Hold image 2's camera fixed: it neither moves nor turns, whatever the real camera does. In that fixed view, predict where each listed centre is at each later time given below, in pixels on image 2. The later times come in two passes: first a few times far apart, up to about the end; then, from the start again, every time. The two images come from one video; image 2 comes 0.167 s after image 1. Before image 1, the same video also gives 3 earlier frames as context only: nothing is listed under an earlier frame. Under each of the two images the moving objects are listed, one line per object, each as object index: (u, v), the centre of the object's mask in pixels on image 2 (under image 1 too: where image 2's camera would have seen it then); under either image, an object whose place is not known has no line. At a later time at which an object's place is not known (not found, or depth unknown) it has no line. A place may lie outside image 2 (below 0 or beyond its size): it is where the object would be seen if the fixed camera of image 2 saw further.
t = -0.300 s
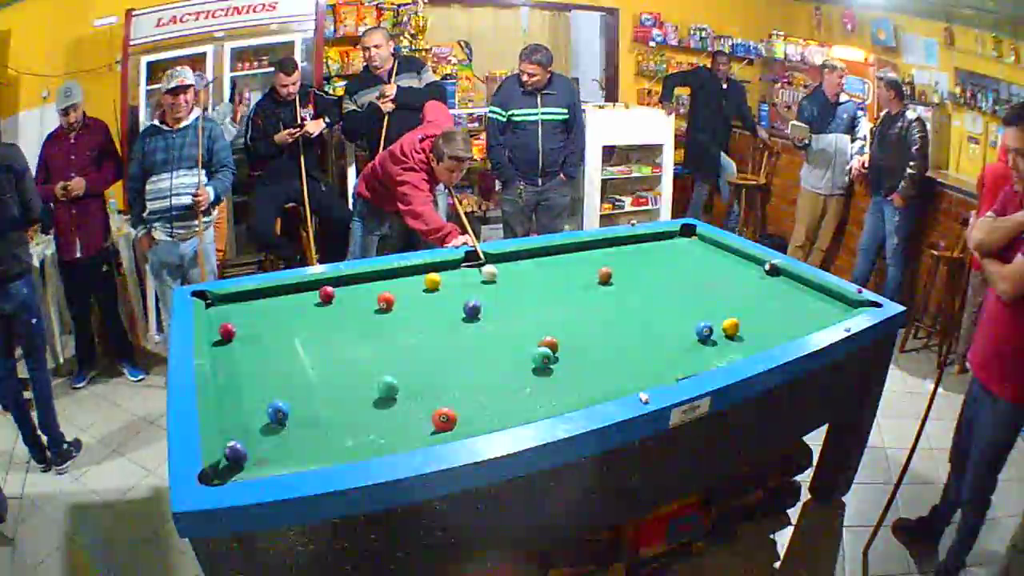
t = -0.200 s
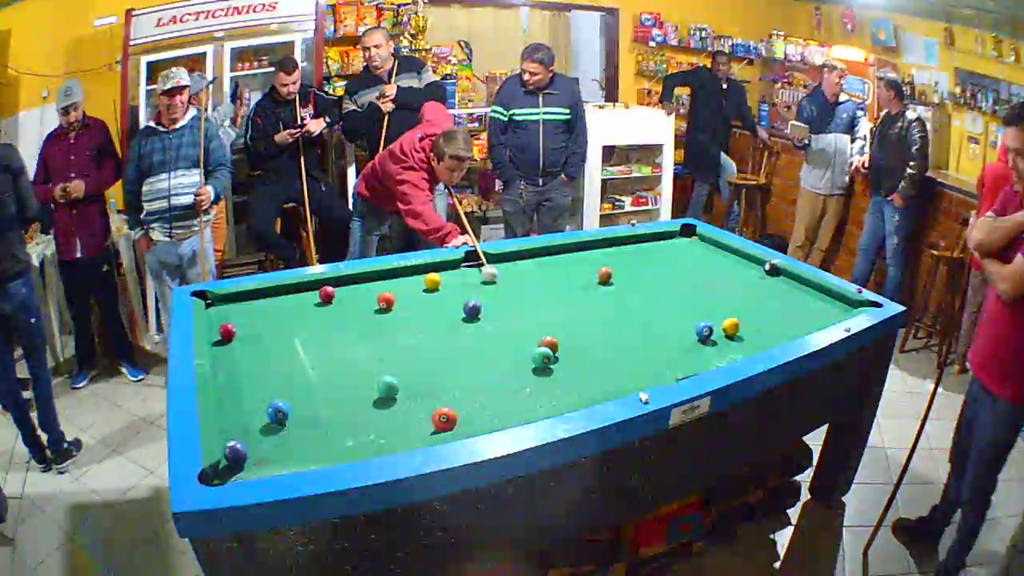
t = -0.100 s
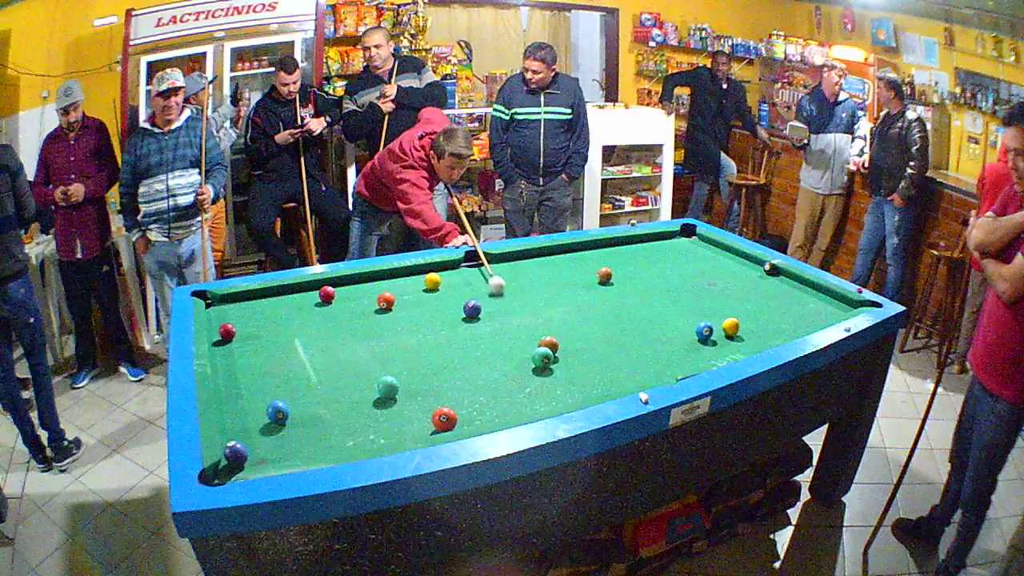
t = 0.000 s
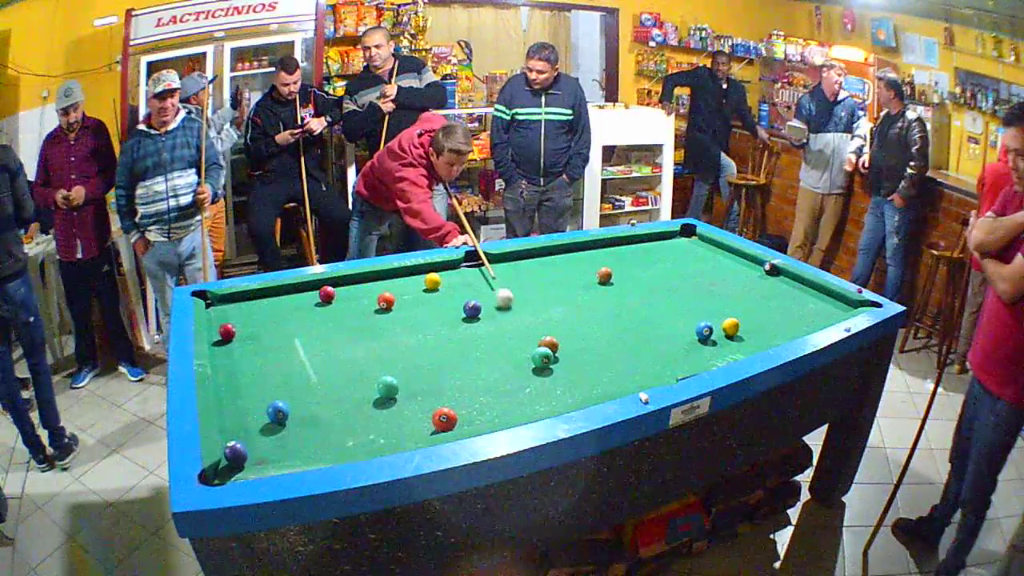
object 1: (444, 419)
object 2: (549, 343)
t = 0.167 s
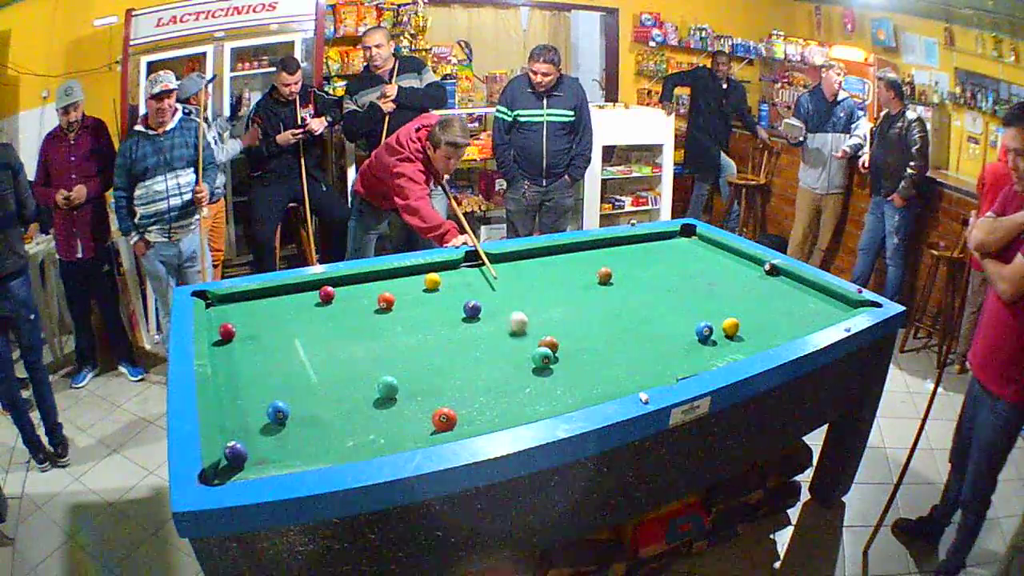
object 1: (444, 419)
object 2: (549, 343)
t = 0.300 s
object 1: (444, 419)
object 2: (552, 344)
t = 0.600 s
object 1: (444, 419)
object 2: (602, 362)
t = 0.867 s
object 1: (443, 419)
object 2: (645, 373)
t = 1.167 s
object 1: (401, 409)
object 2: (651, 378)
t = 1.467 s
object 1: (366, 400)
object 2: (628, 380)
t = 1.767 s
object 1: (335, 391)
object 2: (613, 382)
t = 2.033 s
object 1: (313, 385)
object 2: (602, 383)
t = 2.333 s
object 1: (292, 379)
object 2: (594, 383)
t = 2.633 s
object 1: (276, 374)
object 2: (591, 383)
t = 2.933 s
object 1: (263, 371)
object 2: (590, 383)
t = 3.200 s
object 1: (254, 368)
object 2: (590, 383)
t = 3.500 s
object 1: (246, 367)
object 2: (590, 383)
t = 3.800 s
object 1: (241, 366)
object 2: (590, 383)
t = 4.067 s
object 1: (239, 366)
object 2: (590, 383)
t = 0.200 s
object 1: (444, 419)
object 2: (549, 343)
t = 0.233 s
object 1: (444, 419)
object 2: (549, 343)
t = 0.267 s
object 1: (444, 419)
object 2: (549, 343)
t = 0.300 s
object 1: (444, 419)
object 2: (552, 344)
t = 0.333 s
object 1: (444, 419)
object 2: (559, 348)
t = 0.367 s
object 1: (444, 419)
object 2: (564, 351)
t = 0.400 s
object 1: (444, 419)
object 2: (569, 352)
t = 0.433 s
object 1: (444, 419)
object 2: (574, 354)
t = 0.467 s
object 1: (444, 419)
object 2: (580, 356)
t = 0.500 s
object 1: (444, 419)
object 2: (586, 357)
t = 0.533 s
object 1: (444, 419)
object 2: (591, 359)
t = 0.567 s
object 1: (444, 419)
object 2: (596, 360)
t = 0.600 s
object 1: (444, 419)
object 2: (602, 362)
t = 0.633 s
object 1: (444, 419)
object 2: (607, 363)
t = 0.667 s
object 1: (444, 419)
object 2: (613, 365)
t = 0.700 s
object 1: (444, 419)
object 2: (618, 366)
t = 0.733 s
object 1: (444, 419)
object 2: (624, 368)
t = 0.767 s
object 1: (444, 419)
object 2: (629, 369)
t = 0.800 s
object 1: (444, 419)
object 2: (634, 371)
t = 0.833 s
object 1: (444, 419)
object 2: (639, 372)
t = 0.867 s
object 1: (443, 419)
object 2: (645, 373)
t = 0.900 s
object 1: (438, 418)
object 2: (650, 374)
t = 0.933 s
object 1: (434, 417)
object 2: (656, 375)
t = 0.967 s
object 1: (428, 415)
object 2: (661, 377)
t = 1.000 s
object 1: (423, 414)
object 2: (665, 377)
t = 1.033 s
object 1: (419, 413)
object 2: (663, 378)
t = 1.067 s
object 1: (414, 412)
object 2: (661, 378)
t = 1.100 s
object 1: (409, 410)
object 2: (657, 378)
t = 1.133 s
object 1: (405, 410)
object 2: (654, 378)
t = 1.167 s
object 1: (401, 409)
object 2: (651, 378)
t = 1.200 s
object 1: (396, 407)
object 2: (648, 378)
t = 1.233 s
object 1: (392, 406)
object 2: (645, 378)
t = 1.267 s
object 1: (388, 405)
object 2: (643, 379)
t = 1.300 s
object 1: (384, 404)
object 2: (640, 379)
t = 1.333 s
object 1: (381, 403)
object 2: (637, 380)
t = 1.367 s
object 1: (377, 402)
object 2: (634, 380)
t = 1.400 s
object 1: (373, 401)
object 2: (632, 380)
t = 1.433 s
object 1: (369, 400)
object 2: (630, 380)
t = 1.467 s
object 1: (366, 400)
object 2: (628, 380)
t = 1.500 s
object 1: (362, 398)
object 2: (626, 381)
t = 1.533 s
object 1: (358, 397)
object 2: (624, 380)
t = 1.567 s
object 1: (355, 396)
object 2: (623, 381)
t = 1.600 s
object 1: (352, 396)
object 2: (621, 381)
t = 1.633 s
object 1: (348, 395)
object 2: (619, 381)
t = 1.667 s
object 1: (345, 394)
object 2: (617, 381)
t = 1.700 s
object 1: (342, 393)
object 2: (616, 381)
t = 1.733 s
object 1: (338, 392)
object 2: (615, 381)
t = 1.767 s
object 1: (335, 391)
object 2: (613, 382)
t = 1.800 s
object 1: (332, 390)
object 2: (611, 382)
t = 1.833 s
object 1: (330, 389)
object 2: (610, 382)
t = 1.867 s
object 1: (327, 388)
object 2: (609, 382)
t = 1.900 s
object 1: (323, 388)
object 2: (607, 382)
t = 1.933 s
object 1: (321, 387)
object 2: (606, 382)
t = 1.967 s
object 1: (318, 386)
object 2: (605, 383)
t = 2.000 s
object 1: (316, 385)
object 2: (604, 383)
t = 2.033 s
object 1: (313, 385)
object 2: (602, 383)
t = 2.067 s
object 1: (310, 384)
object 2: (601, 383)
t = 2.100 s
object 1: (308, 383)
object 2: (600, 383)
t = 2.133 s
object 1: (306, 382)
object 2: (599, 383)
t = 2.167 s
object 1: (304, 382)
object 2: (598, 383)
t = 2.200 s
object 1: (301, 381)
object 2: (597, 383)
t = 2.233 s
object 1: (299, 381)
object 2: (596, 383)
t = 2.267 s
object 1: (296, 380)
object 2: (596, 383)
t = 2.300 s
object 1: (295, 380)
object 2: (595, 383)
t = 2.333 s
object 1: (292, 379)
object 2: (594, 383)
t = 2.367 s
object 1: (291, 378)
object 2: (594, 383)
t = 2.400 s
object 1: (289, 378)
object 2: (593, 383)
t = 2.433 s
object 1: (287, 377)
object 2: (593, 383)
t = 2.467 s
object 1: (284, 377)
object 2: (593, 383)
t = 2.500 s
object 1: (283, 376)
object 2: (592, 383)
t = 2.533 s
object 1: (281, 376)
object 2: (592, 383)
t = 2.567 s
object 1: (279, 375)
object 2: (592, 383)
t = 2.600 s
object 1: (278, 374)
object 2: (592, 383)
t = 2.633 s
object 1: (276, 374)
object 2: (591, 383)
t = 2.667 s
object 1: (274, 374)
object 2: (591, 383)
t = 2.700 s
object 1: (273, 373)
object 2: (591, 383)
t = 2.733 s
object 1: (271, 373)
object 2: (590, 383)
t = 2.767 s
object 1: (269, 372)
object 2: (590, 383)
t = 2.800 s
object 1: (268, 372)
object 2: (590, 383)
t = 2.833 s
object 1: (267, 372)
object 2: (590, 383)
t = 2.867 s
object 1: (265, 371)
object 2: (590, 383)
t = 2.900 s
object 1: (264, 371)
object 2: (590, 383)
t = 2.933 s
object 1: (263, 371)
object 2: (590, 383)
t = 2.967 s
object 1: (261, 370)
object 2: (590, 383)
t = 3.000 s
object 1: (260, 369)
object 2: (589, 383)
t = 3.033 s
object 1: (259, 369)
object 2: (589, 383)
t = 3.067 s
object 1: (258, 369)
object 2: (589, 383)
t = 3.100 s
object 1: (257, 369)
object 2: (590, 383)
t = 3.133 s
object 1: (256, 369)
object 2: (590, 383)
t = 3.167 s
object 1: (255, 369)
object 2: (590, 383)
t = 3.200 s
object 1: (254, 368)
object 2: (590, 383)
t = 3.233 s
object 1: (253, 368)
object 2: (590, 383)
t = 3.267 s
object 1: (252, 368)
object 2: (590, 383)
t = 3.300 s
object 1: (251, 368)
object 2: (590, 383)
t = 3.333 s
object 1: (250, 368)
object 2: (590, 383)
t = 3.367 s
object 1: (249, 367)
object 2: (590, 383)
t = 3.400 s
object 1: (248, 367)
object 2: (590, 383)
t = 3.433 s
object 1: (248, 367)
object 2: (590, 383)
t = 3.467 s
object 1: (247, 367)
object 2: (590, 383)
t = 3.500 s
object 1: (246, 367)
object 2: (590, 383)
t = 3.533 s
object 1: (245, 366)
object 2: (590, 383)
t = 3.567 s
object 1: (245, 366)
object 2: (590, 383)
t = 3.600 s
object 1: (244, 366)
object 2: (590, 383)
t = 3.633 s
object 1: (244, 366)
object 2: (590, 383)
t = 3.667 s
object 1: (243, 366)
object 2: (590, 383)
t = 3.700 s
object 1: (243, 366)
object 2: (590, 383)
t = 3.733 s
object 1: (242, 366)
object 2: (590, 383)
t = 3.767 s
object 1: (241, 366)
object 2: (590, 383)
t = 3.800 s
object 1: (241, 366)
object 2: (590, 383)
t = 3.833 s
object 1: (241, 366)
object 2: (590, 383)
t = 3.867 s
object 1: (241, 366)
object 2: (590, 383)
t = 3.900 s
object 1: (240, 366)
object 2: (590, 383)
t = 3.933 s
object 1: (240, 366)
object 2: (590, 383)
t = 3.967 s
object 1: (240, 366)
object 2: (590, 383)
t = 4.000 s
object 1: (240, 366)
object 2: (590, 383)
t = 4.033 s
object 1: (239, 365)
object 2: (589, 383)
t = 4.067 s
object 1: (239, 366)
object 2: (590, 383)
